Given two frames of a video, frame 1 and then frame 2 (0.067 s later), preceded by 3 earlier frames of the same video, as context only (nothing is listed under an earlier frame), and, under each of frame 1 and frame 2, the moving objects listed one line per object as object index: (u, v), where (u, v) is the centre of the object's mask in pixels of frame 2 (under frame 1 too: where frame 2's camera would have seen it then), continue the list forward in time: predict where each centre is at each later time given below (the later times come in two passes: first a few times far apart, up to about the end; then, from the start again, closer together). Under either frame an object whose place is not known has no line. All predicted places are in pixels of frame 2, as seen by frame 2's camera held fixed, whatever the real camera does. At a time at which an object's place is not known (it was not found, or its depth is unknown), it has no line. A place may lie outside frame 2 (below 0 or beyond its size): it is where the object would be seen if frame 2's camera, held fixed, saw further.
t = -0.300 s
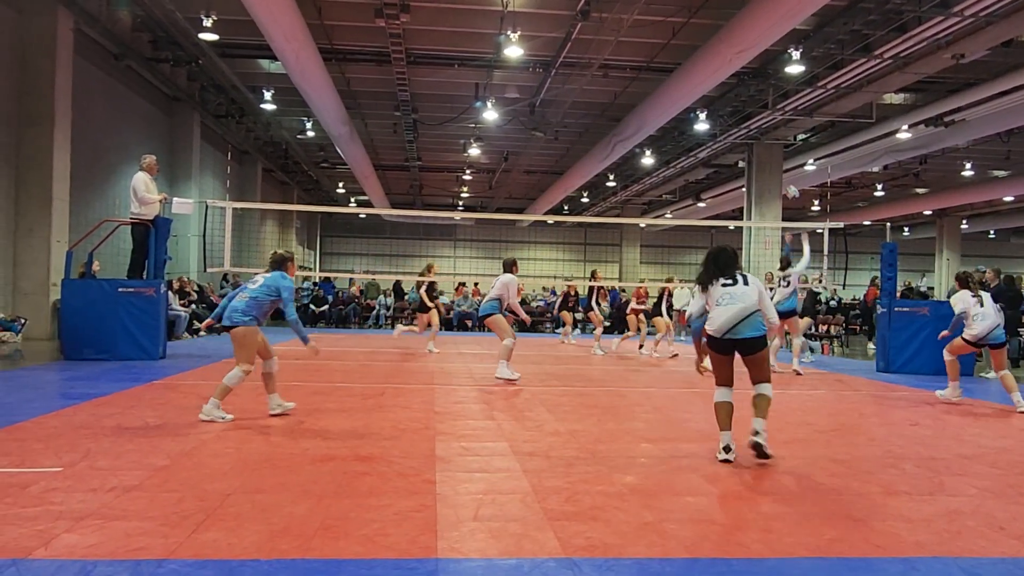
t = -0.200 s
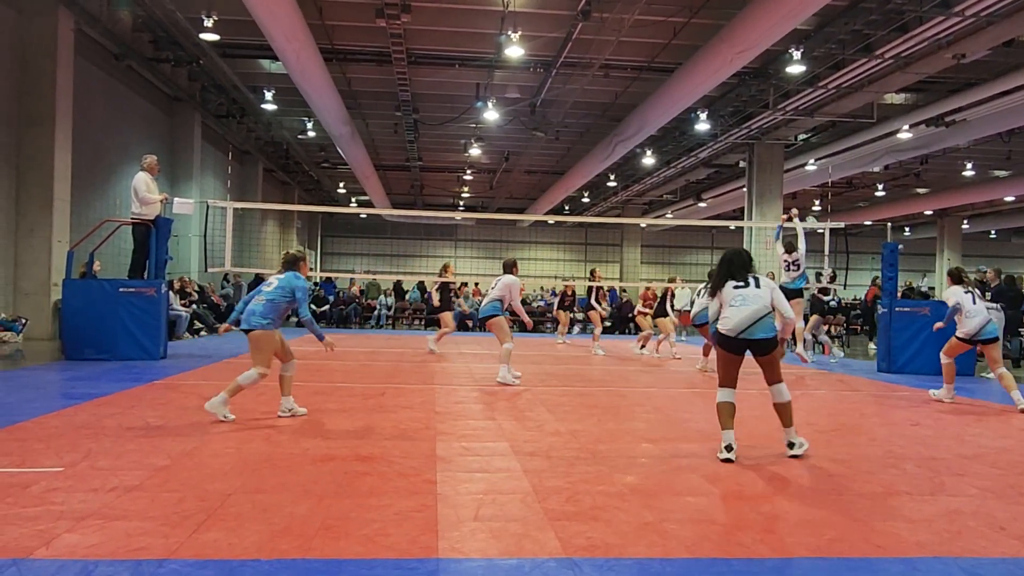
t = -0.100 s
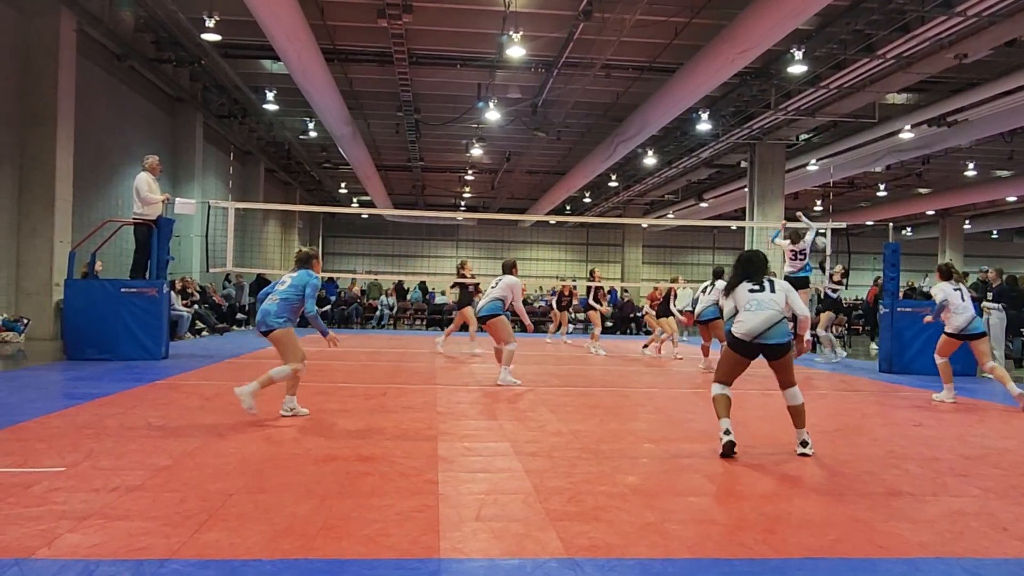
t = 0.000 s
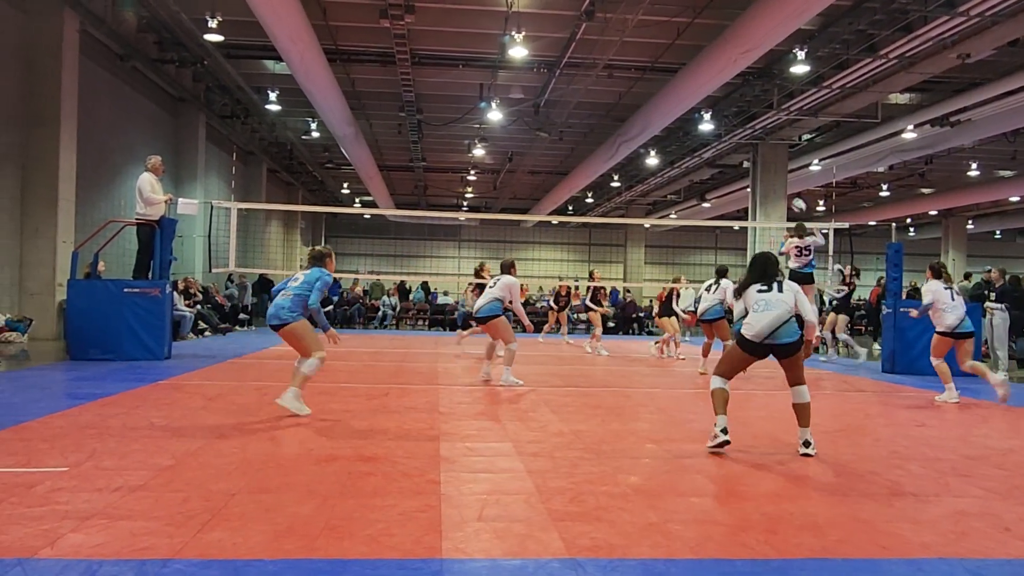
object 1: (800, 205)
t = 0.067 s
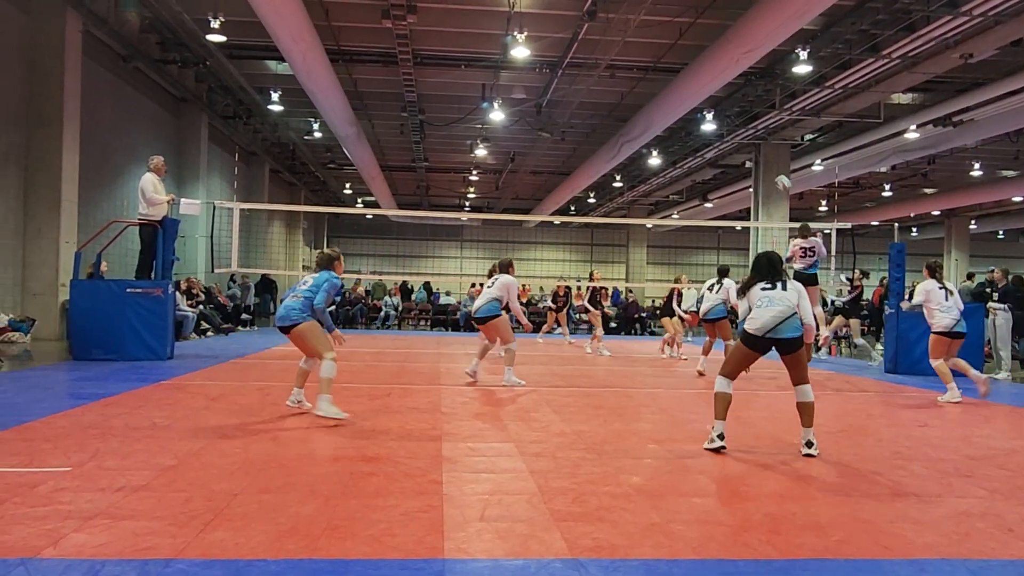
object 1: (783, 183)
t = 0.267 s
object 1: (722, 124)
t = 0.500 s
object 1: (631, 78)
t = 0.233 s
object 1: (732, 132)
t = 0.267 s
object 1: (722, 124)
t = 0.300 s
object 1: (709, 115)
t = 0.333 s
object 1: (697, 107)
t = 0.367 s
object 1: (684, 99)
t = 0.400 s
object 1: (672, 93)
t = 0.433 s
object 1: (658, 87)
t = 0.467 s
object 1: (644, 82)
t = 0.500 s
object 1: (631, 78)
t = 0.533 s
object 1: (616, 74)
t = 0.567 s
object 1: (600, 70)
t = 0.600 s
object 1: (584, 68)
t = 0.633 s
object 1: (567, 67)
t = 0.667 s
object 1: (549, 66)
